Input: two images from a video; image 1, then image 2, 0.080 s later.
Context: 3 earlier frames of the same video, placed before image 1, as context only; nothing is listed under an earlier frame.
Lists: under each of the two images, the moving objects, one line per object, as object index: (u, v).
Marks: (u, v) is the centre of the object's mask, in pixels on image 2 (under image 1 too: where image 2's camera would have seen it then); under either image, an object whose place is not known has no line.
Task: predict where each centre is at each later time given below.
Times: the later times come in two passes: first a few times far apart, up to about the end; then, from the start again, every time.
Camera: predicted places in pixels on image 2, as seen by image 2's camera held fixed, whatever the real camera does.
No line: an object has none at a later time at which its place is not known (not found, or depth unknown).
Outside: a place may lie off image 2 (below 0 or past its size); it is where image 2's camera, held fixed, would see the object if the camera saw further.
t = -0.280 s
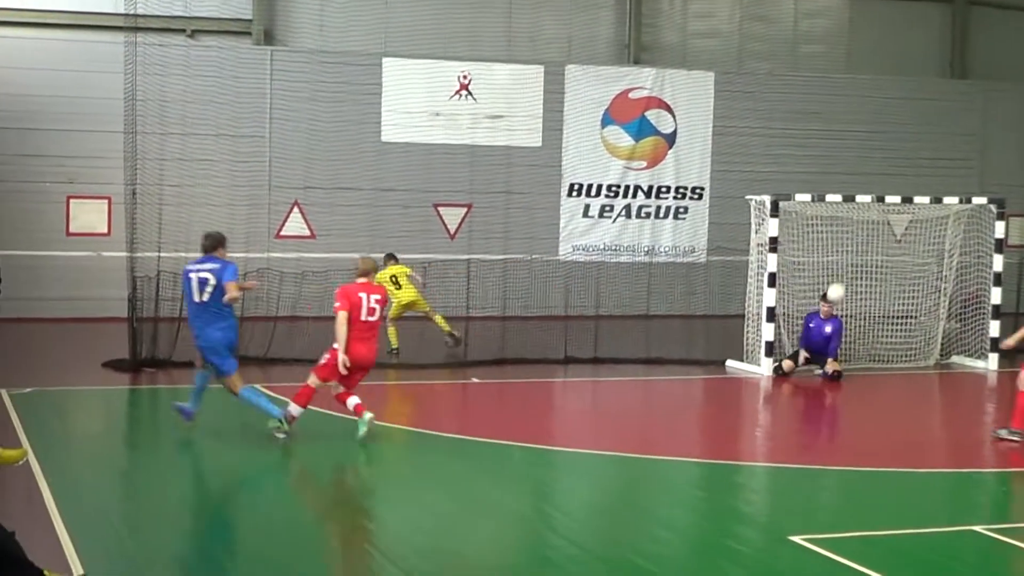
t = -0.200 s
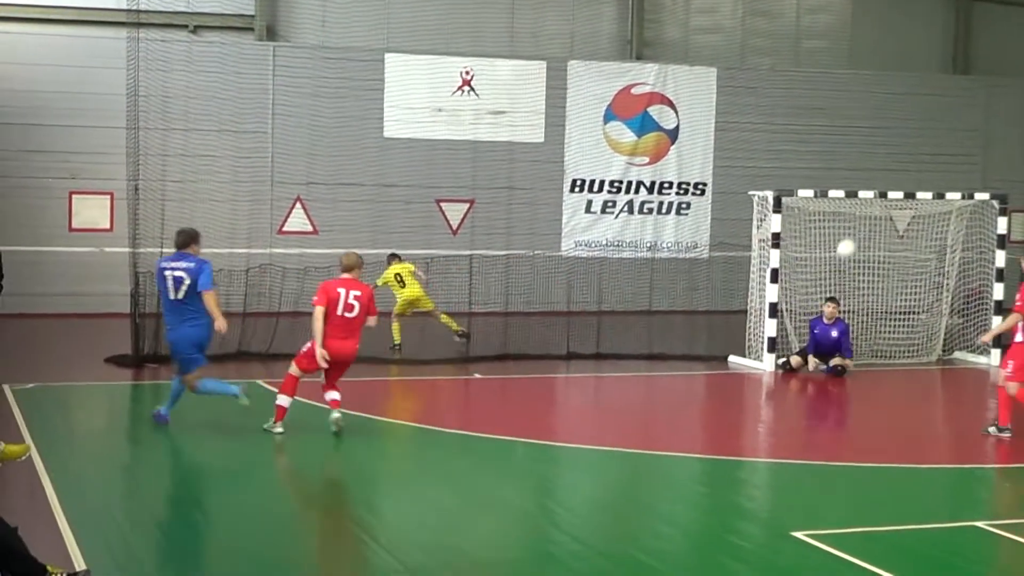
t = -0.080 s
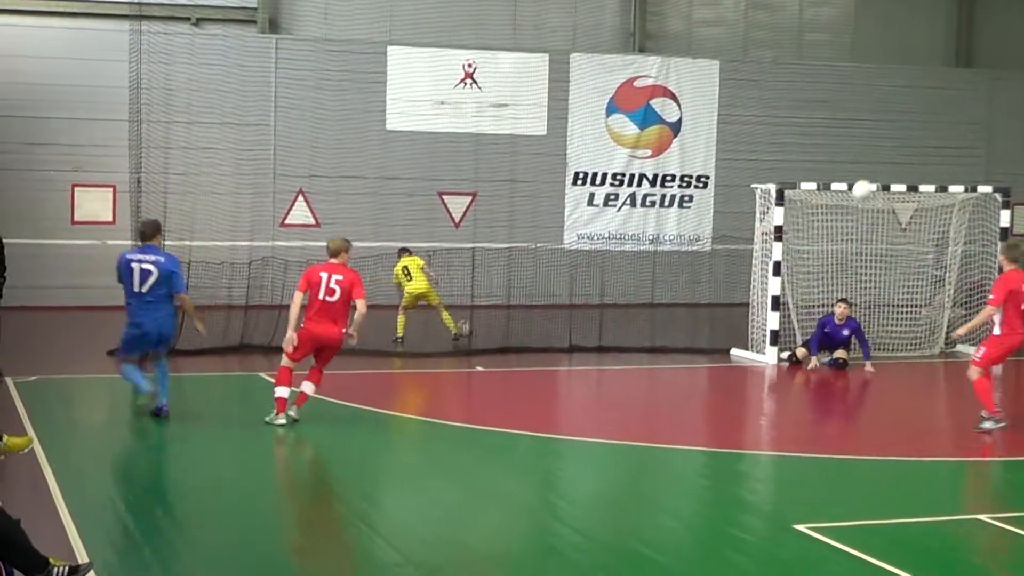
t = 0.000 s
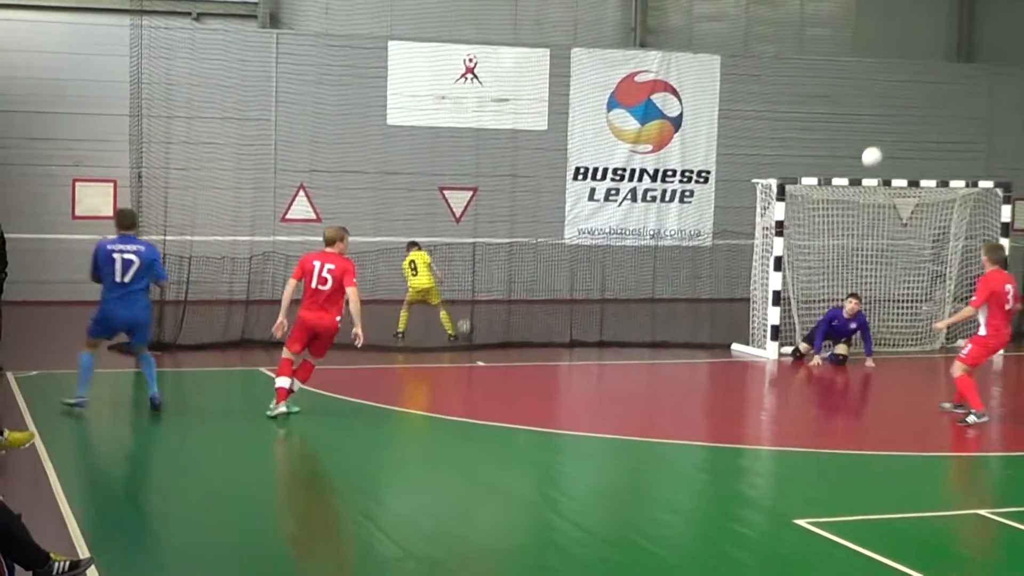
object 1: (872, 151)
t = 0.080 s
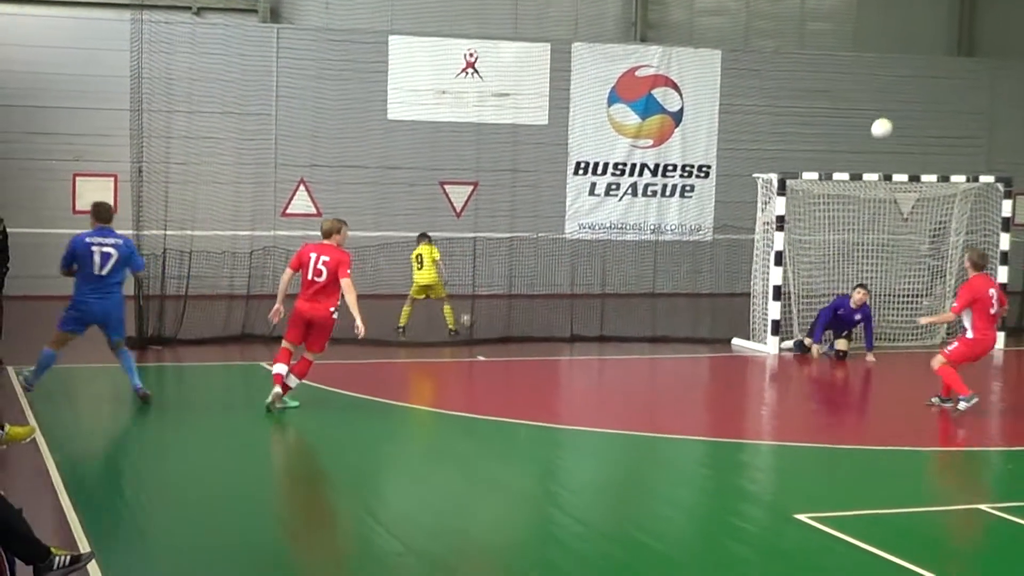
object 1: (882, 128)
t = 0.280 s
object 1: (905, 95)
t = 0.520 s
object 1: (934, 106)
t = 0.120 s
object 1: (886, 119)
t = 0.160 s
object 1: (891, 111)
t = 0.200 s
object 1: (895, 104)
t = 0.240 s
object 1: (900, 98)
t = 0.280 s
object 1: (905, 95)
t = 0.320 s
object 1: (910, 92)
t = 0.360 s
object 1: (914, 92)
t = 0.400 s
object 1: (919, 93)
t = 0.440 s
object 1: (924, 95)
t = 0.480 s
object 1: (929, 100)
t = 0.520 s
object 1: (934, 106)
